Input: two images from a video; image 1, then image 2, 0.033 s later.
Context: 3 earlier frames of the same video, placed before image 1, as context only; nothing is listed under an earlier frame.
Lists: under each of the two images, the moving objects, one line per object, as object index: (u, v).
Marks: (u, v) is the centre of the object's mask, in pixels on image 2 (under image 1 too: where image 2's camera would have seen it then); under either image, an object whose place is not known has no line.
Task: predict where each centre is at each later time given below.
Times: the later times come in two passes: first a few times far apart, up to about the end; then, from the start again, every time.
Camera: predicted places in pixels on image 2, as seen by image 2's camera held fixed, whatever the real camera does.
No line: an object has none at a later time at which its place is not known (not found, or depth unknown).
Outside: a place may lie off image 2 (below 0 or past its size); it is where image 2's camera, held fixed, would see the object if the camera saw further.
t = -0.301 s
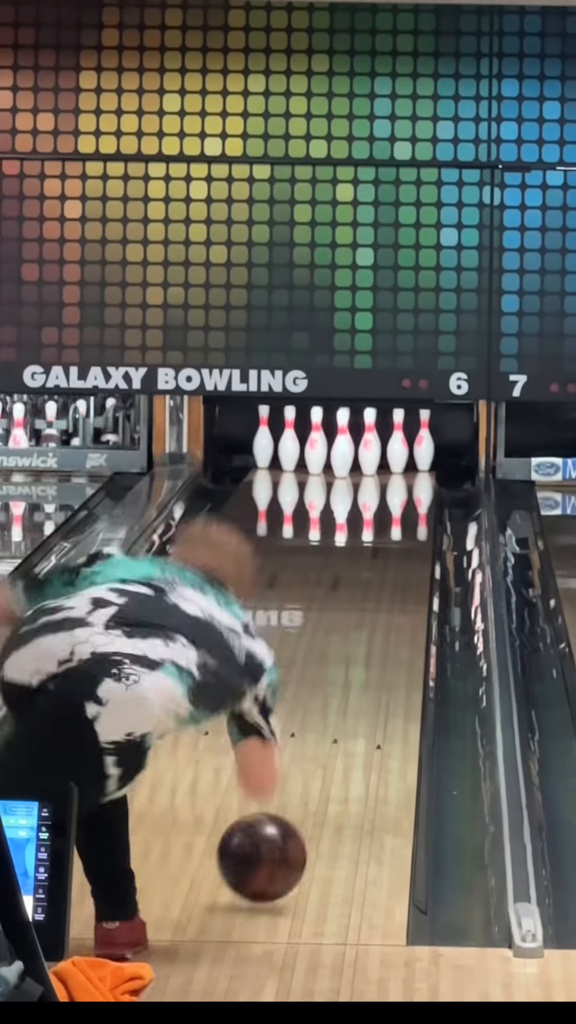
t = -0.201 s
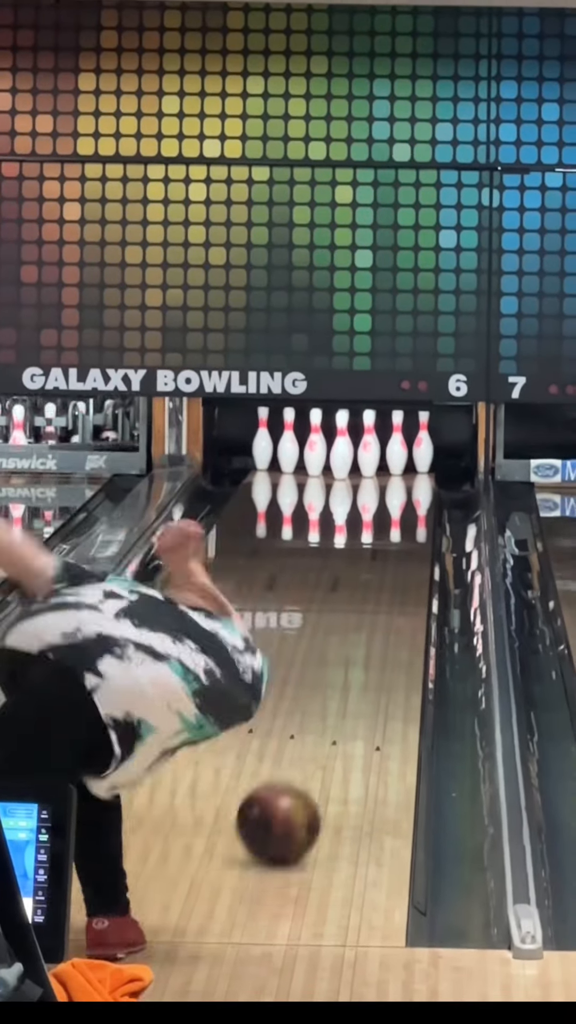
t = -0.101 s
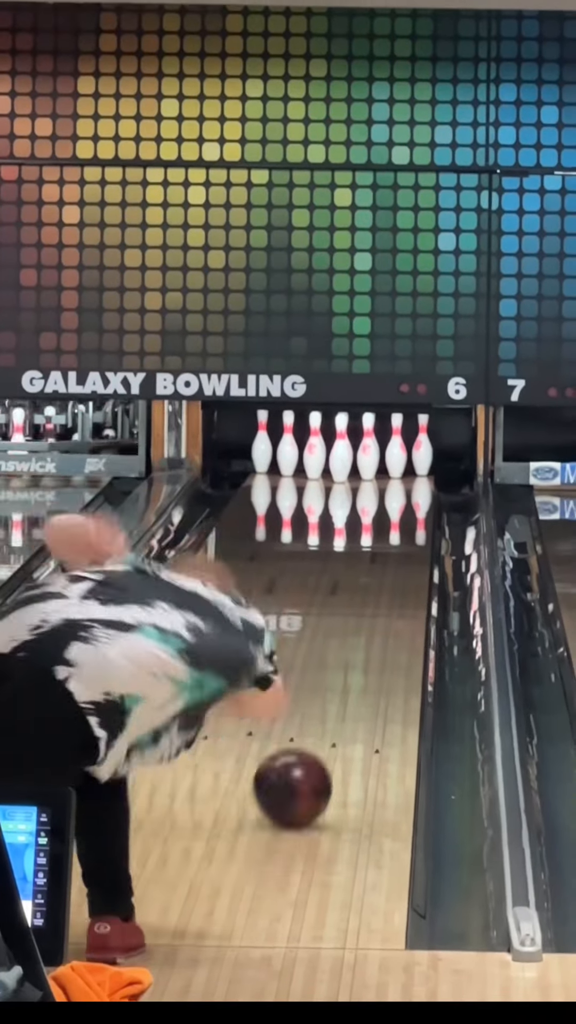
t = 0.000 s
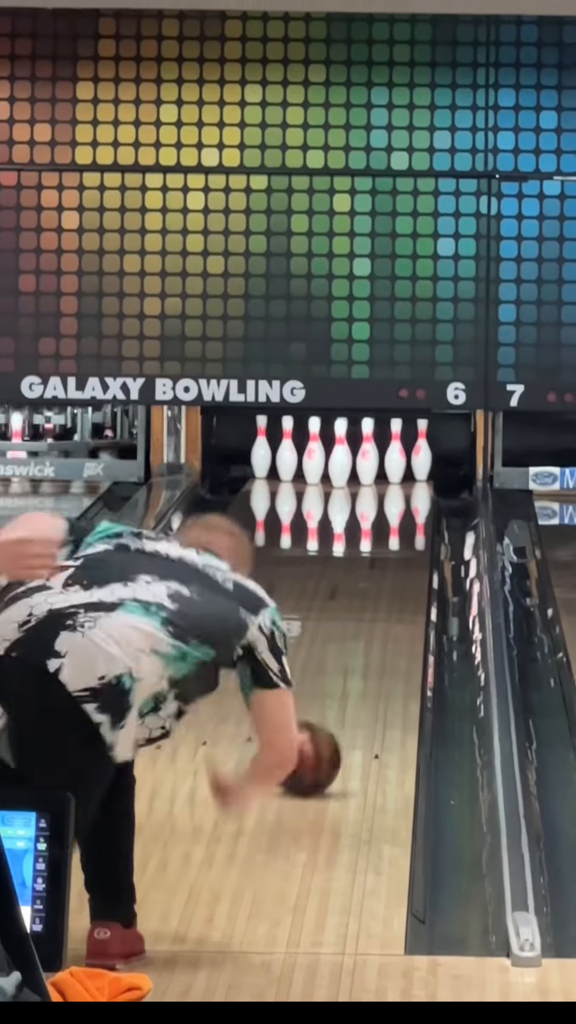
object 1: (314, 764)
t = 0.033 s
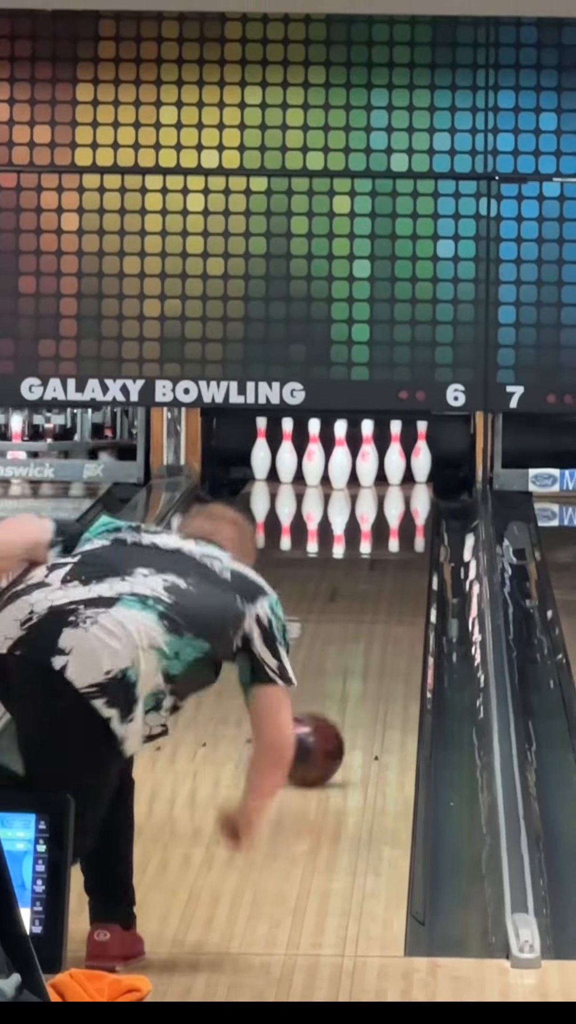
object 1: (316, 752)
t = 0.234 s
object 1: (326, 694)
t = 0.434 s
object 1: (341, 647)
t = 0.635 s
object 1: (352, 609)
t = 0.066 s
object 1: (314, 740)
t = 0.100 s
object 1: (314, 730)
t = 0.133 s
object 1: (317, 720)
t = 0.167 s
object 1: (320, 712)
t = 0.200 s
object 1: (323, 702)
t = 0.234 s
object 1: (326, 694)
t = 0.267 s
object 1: (329, 685)
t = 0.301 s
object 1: (331, 678)
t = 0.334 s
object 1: (334, 670)
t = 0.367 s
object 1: (336, 662)
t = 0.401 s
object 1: (338, 655)
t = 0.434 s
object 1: (341, 647)
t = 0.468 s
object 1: (343, 640)
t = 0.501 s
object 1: (345, 634)
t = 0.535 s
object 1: (346, 627)
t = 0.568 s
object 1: (348, 620)
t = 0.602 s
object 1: (350, 614)
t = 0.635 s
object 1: (352, 609)
